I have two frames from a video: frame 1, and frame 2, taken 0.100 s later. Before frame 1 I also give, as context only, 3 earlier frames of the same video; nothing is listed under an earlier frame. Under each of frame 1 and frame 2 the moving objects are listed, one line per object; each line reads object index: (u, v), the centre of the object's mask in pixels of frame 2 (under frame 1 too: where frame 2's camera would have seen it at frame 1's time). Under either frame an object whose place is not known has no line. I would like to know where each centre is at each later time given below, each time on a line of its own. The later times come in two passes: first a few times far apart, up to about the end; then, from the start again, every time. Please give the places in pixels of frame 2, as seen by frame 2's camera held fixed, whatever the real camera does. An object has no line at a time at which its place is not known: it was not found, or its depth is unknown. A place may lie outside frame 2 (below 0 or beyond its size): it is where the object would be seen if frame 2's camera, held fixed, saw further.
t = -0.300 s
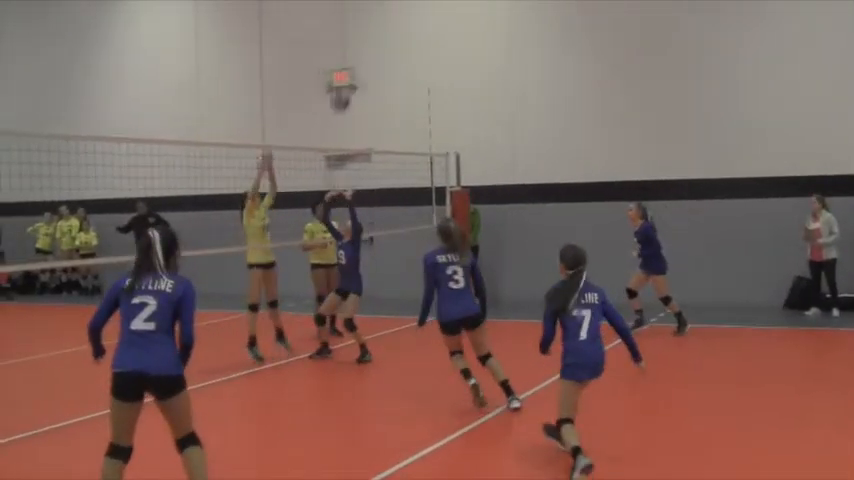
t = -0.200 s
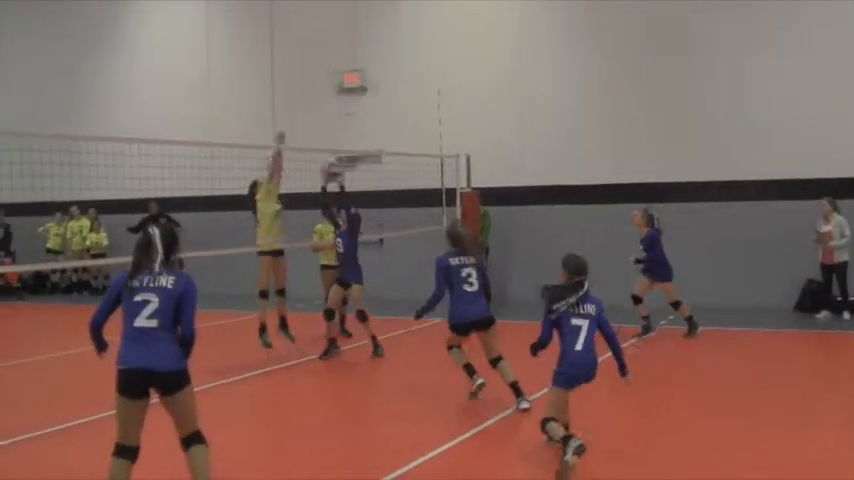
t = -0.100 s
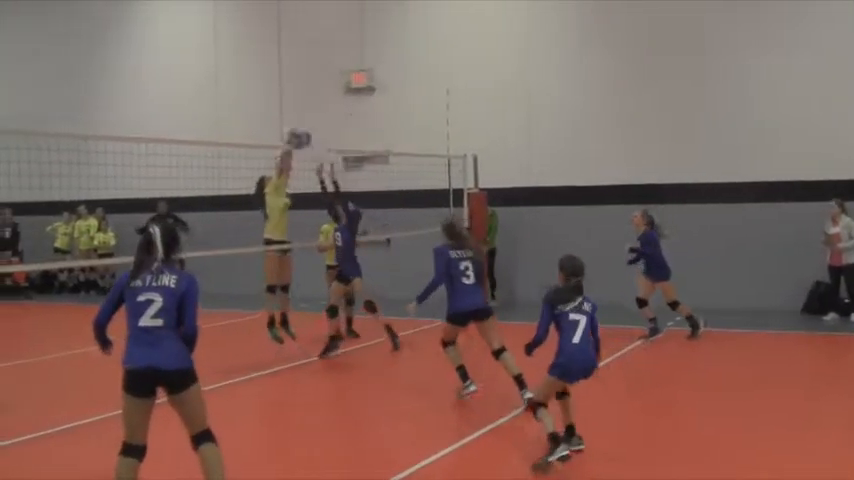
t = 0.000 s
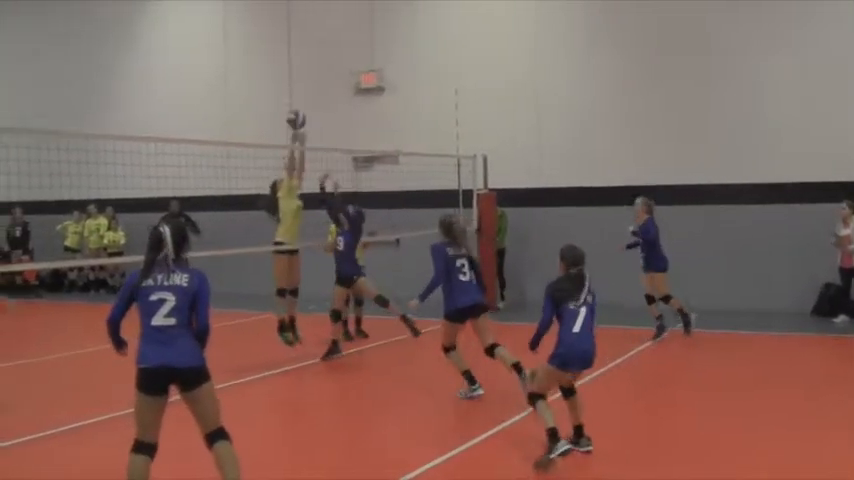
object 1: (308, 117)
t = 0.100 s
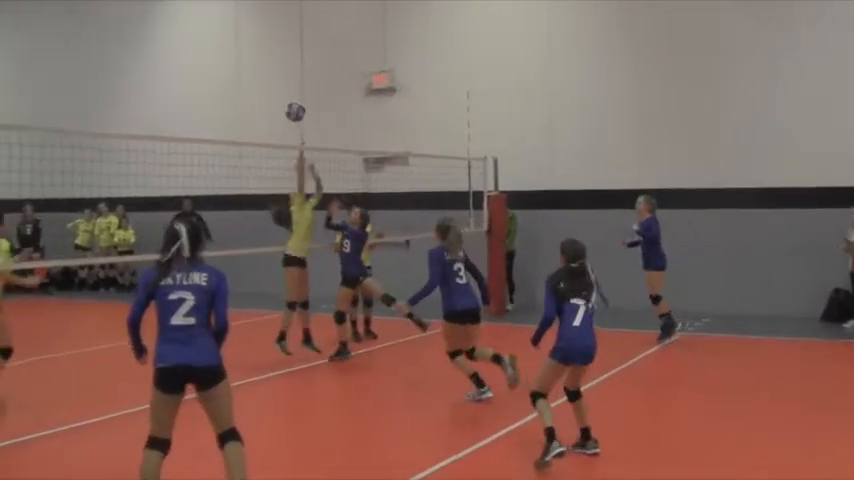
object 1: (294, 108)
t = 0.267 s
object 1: (275, 116)
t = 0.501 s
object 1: (247, 168)
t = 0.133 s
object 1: (290, 107)
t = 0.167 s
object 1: (287, 107)
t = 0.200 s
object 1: (283, 110)
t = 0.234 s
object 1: (280, 111)
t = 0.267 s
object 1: (275, 116)
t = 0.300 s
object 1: (274, 119)
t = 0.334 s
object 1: (267, 125)
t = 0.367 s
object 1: (262, 131)
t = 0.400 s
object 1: (259, 138)
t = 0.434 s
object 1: (255, 150)
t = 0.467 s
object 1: (250, 159)
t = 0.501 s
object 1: (247, 168)
